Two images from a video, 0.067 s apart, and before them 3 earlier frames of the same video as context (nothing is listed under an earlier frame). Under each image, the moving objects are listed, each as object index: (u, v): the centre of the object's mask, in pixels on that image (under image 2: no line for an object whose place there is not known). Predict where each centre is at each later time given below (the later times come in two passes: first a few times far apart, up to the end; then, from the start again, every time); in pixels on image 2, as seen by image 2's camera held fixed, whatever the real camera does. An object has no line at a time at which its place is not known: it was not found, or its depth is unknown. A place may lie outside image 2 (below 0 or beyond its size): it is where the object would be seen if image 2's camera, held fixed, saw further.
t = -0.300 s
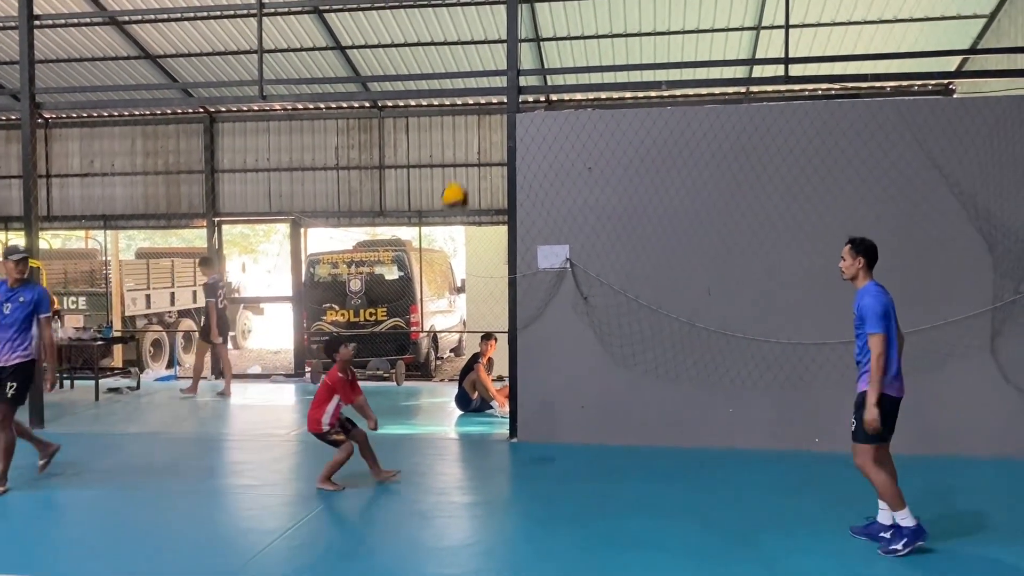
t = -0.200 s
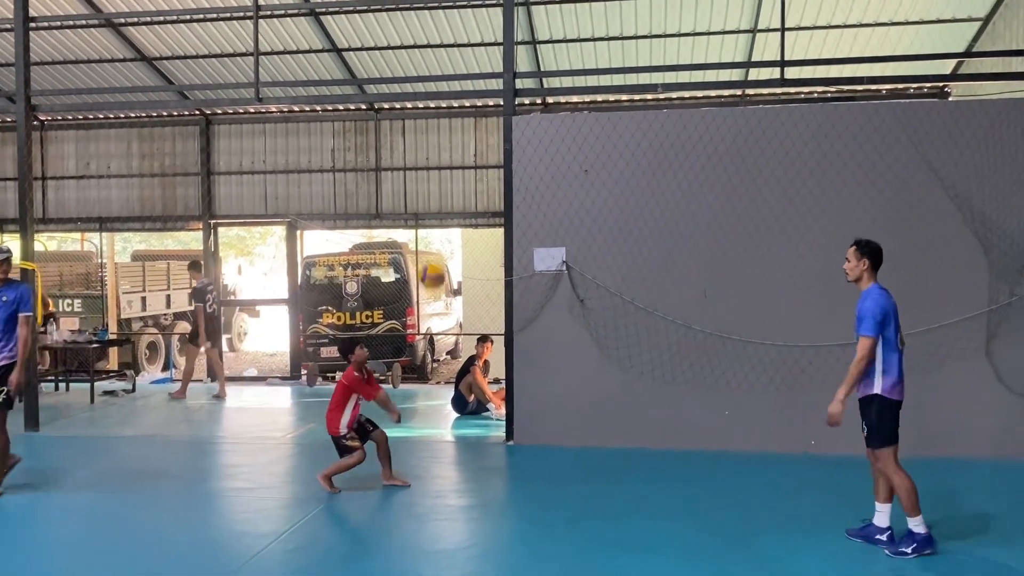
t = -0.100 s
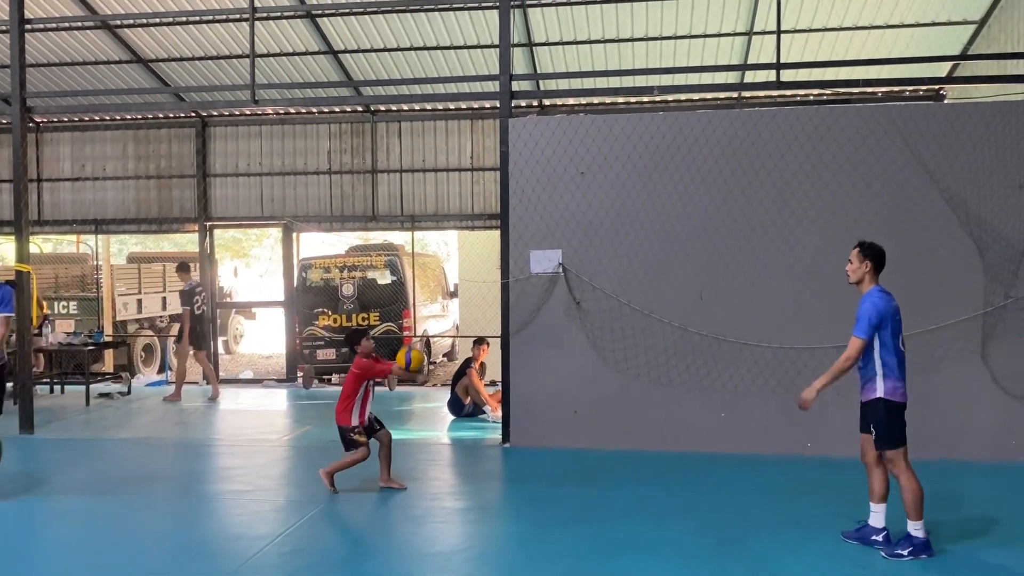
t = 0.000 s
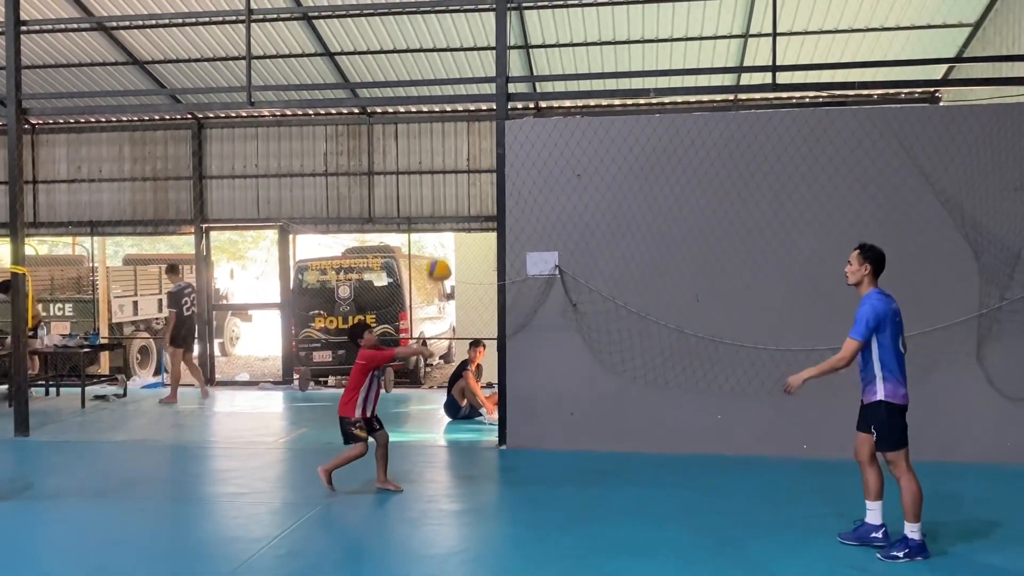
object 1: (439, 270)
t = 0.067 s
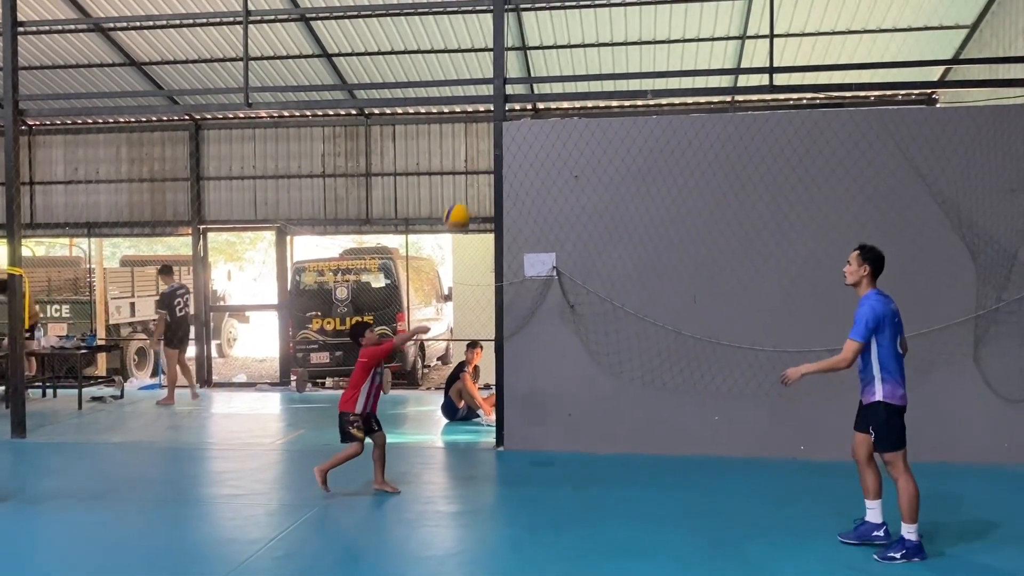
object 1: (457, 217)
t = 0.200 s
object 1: (499, 126)
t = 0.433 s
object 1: (572, 22)
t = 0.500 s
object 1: (593, 6)
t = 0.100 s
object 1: (468, 192)
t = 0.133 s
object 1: (478, 168)
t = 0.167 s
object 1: (488, 146)
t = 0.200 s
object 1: (499, 126)
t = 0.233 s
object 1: (508, 107)
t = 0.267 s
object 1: (518, 89)
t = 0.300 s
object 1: (530, 72)
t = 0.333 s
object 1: (540, 58)
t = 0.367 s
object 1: (551, 44)
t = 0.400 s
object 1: (561, 33)
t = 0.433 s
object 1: (572, 22)
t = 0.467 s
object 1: (583, 13)
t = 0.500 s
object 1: (593, 6)
